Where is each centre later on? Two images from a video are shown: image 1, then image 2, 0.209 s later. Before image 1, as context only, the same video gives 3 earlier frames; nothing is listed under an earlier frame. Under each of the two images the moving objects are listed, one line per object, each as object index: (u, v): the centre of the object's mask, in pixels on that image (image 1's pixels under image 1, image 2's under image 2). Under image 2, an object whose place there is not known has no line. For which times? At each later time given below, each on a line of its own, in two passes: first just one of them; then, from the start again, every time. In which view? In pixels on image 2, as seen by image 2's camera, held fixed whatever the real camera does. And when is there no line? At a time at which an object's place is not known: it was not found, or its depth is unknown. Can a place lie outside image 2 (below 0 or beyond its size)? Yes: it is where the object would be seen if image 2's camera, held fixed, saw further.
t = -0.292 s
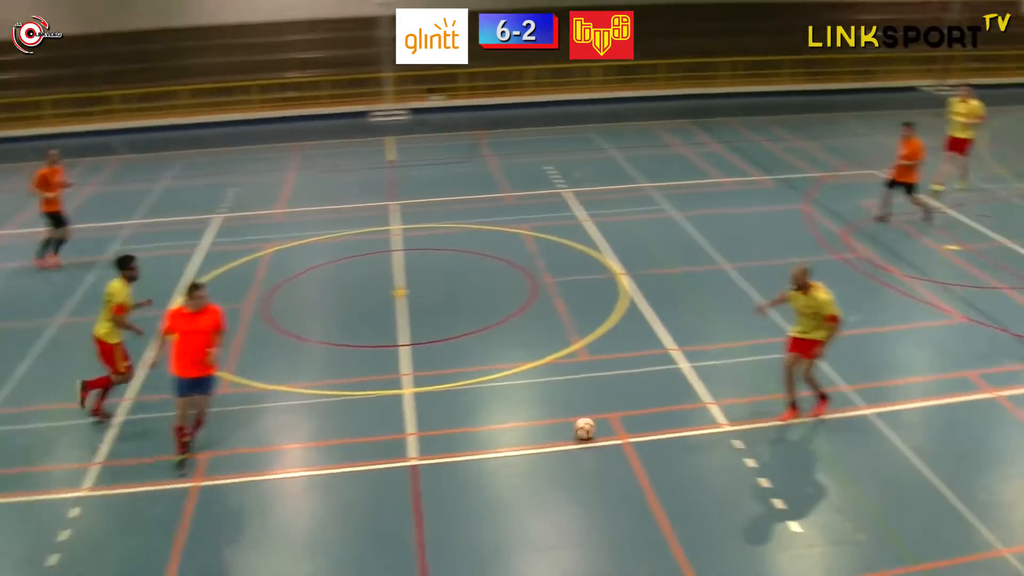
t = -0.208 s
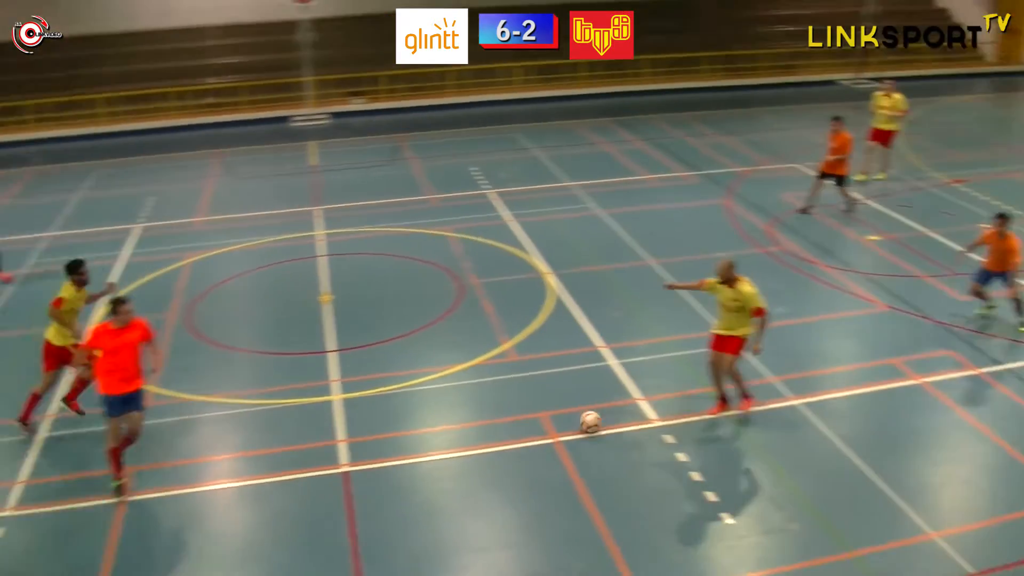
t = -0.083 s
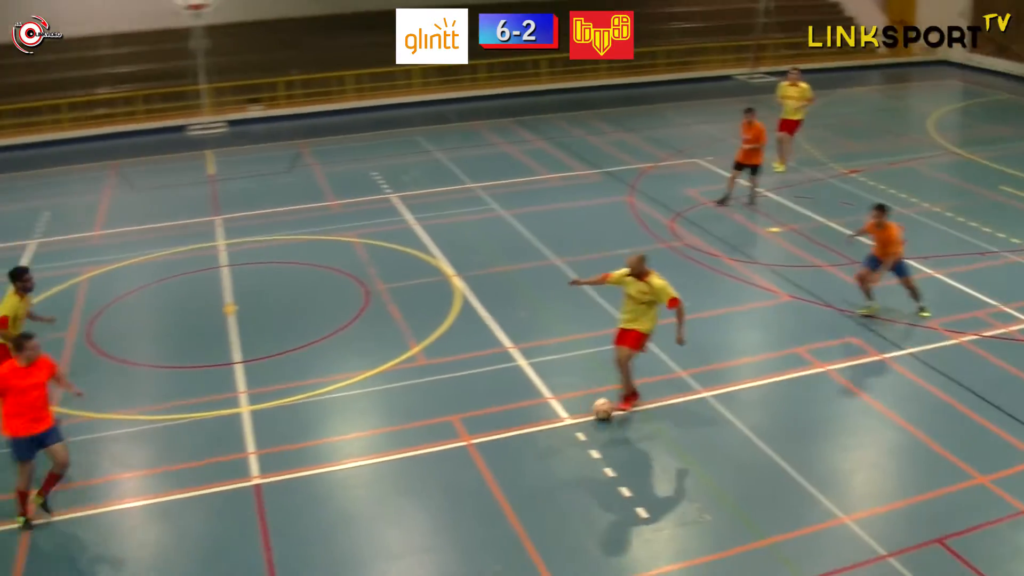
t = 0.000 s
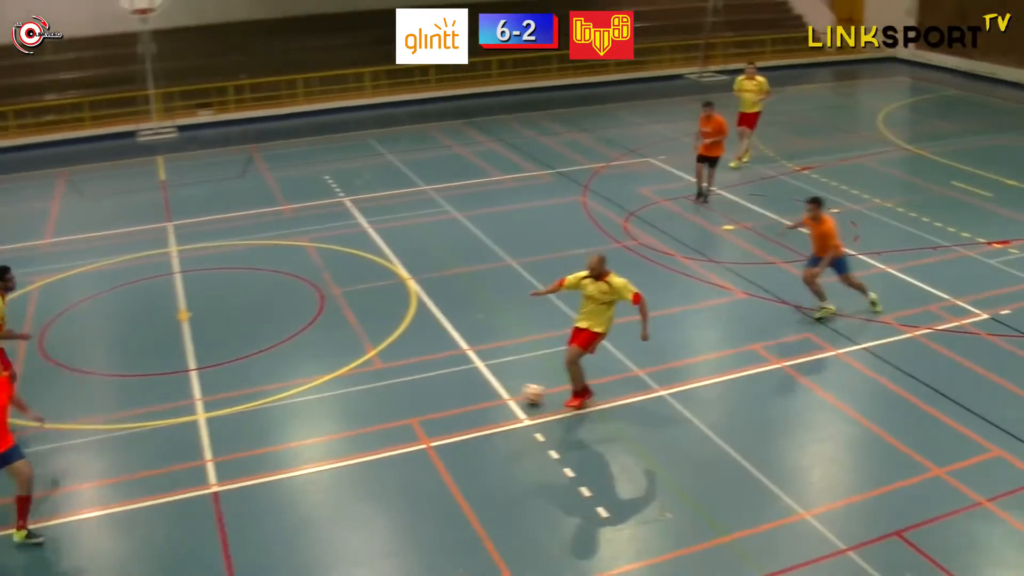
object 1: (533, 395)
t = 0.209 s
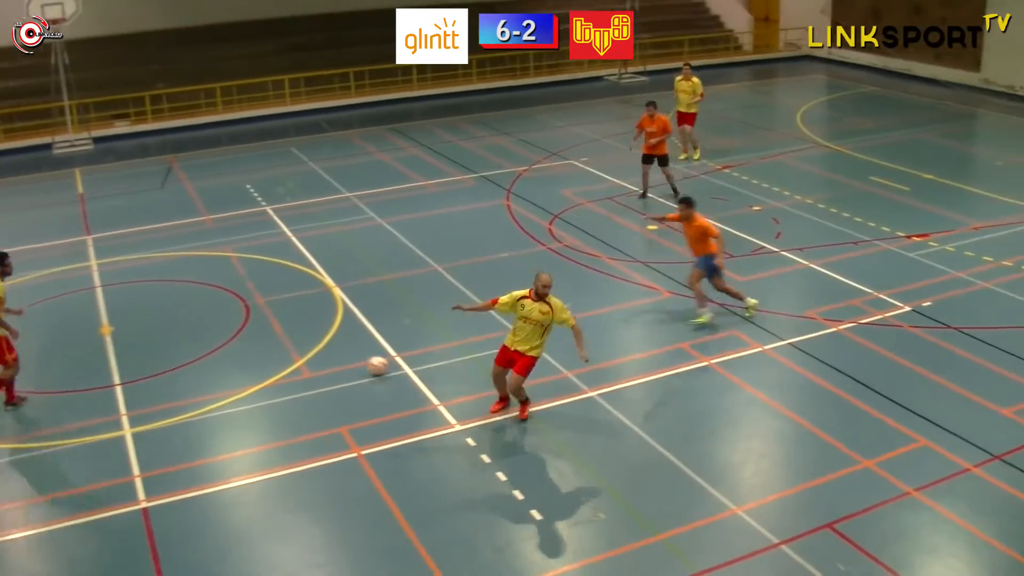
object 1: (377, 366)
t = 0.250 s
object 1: (365, 362)
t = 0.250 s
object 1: (365, 362)
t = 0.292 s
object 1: (353, 358)
